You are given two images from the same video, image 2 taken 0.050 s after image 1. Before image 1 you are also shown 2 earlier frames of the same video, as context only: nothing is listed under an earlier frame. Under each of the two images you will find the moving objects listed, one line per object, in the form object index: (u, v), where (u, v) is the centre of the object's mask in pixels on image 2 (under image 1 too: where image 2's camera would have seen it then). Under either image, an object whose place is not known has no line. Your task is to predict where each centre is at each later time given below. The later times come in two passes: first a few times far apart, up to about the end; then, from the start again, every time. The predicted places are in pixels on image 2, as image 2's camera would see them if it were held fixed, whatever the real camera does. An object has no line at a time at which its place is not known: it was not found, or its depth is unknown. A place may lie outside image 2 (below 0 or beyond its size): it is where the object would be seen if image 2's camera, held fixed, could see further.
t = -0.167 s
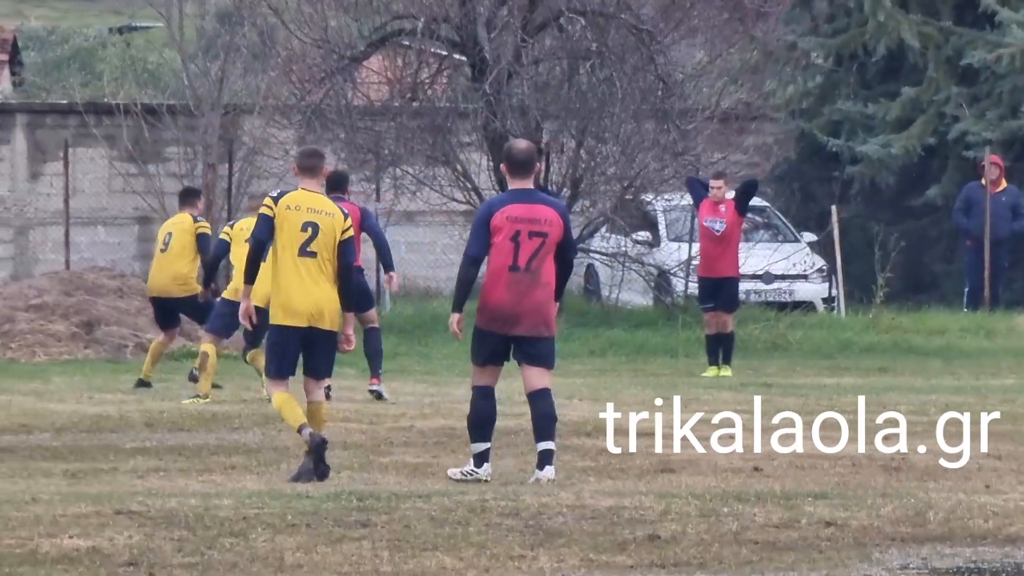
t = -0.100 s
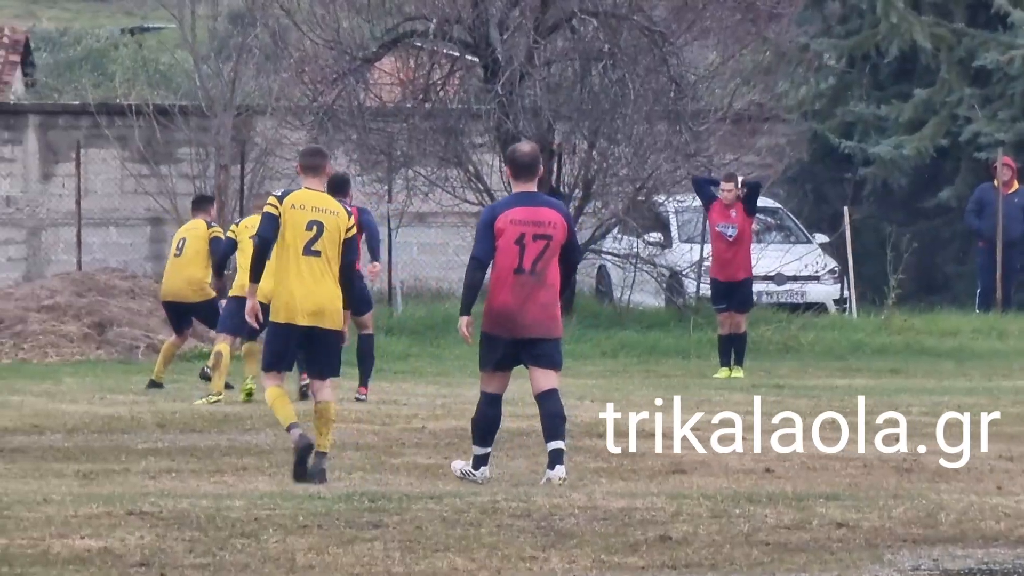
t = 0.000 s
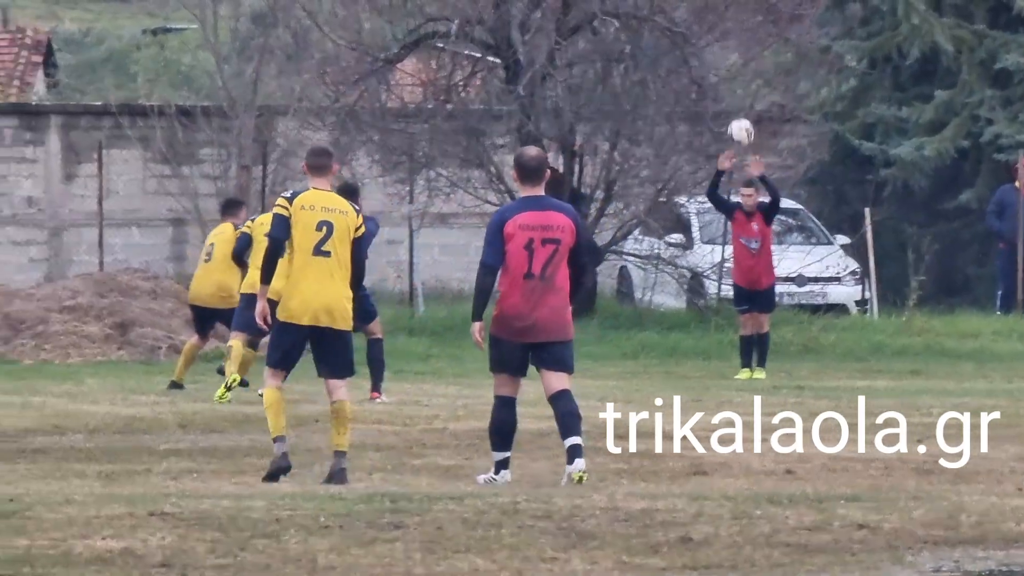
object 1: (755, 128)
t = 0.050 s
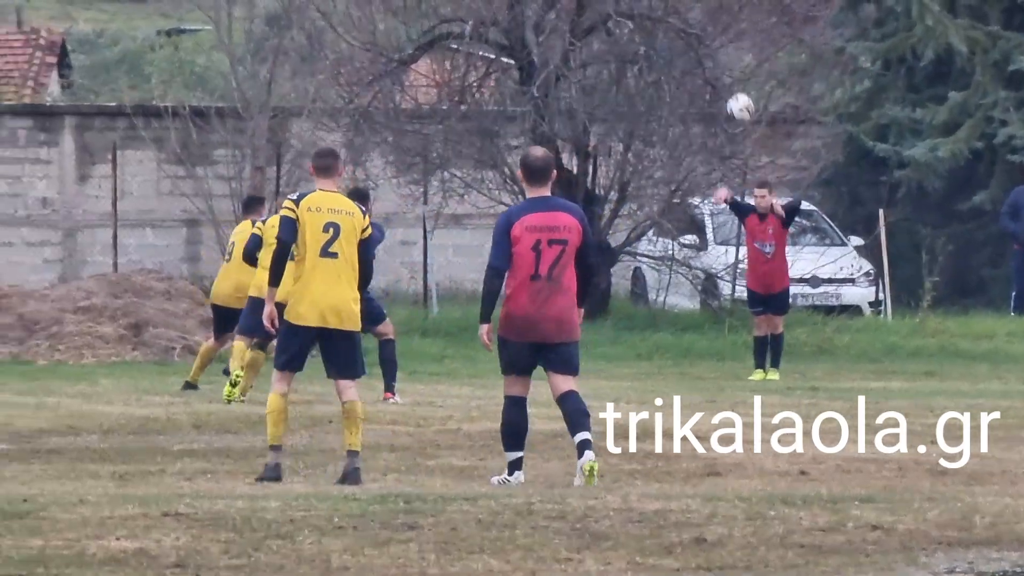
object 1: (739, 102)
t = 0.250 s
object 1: (681, 29)
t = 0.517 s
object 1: (604, 14)
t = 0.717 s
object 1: (547, 47)
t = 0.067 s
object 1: (734, 94)
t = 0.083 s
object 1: (729, 87)
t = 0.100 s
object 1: (725, 80)
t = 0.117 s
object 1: (720, 73)
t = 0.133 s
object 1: (716, 67)
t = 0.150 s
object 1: (711, 61)
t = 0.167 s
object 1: (706, 56)
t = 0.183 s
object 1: (701, 52)
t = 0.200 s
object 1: (696, 46)
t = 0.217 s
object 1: (690, 37)
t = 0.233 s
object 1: (685, 33)
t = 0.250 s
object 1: (681, 29)
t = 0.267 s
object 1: (676, 26)
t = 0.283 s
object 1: (671, 23)
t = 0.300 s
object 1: (666, 20)
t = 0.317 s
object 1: (662, 18)
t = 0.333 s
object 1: (656, 13)
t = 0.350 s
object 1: (651, 13)
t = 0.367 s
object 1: (646, 12)
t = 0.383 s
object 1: (642, 11)
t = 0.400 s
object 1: (637, 10)
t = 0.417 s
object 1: (633, 10)
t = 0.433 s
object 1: (628, 11)
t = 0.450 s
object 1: (624, 12)
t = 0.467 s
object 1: (619, 12)
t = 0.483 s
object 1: (614, 12)
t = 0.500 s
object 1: (609, 13)
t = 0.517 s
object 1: (604, 14)
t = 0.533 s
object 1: (599, 15)
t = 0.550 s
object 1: (595, 16)
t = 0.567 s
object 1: (590, 17)
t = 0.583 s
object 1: (585, 19)
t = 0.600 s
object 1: (581, 20)
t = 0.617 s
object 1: (576, 21)
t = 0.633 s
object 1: (571, 24)
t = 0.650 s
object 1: (566, 28)
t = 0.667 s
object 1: (561, 32)
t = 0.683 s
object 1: (555, 34)
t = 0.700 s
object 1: (552, 41)
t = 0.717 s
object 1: (547, 47)
